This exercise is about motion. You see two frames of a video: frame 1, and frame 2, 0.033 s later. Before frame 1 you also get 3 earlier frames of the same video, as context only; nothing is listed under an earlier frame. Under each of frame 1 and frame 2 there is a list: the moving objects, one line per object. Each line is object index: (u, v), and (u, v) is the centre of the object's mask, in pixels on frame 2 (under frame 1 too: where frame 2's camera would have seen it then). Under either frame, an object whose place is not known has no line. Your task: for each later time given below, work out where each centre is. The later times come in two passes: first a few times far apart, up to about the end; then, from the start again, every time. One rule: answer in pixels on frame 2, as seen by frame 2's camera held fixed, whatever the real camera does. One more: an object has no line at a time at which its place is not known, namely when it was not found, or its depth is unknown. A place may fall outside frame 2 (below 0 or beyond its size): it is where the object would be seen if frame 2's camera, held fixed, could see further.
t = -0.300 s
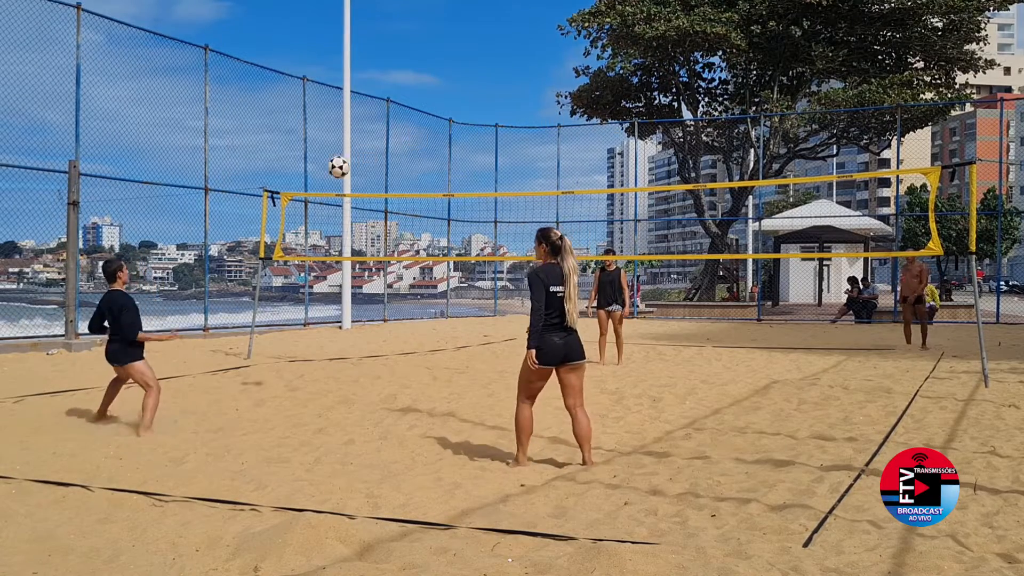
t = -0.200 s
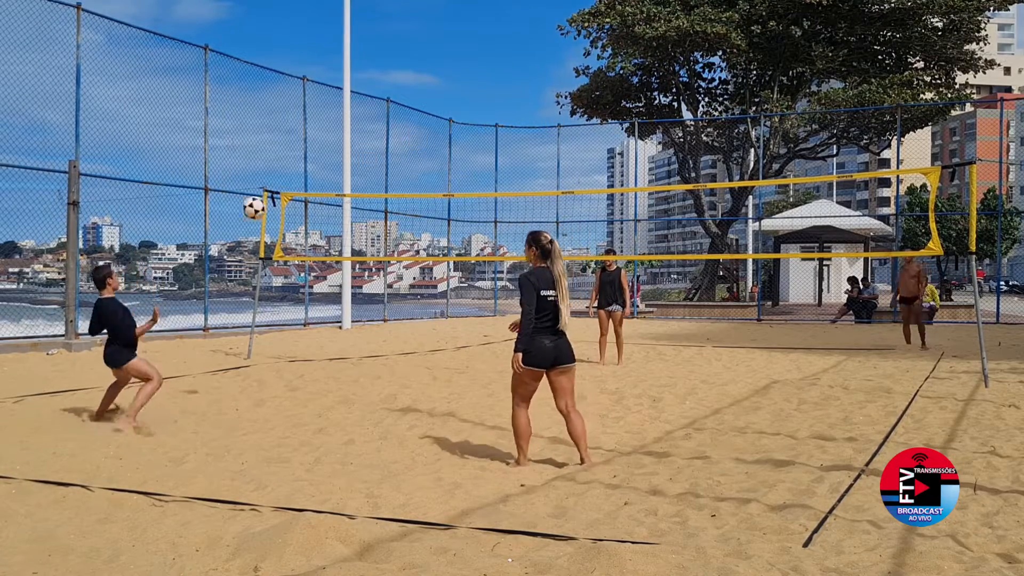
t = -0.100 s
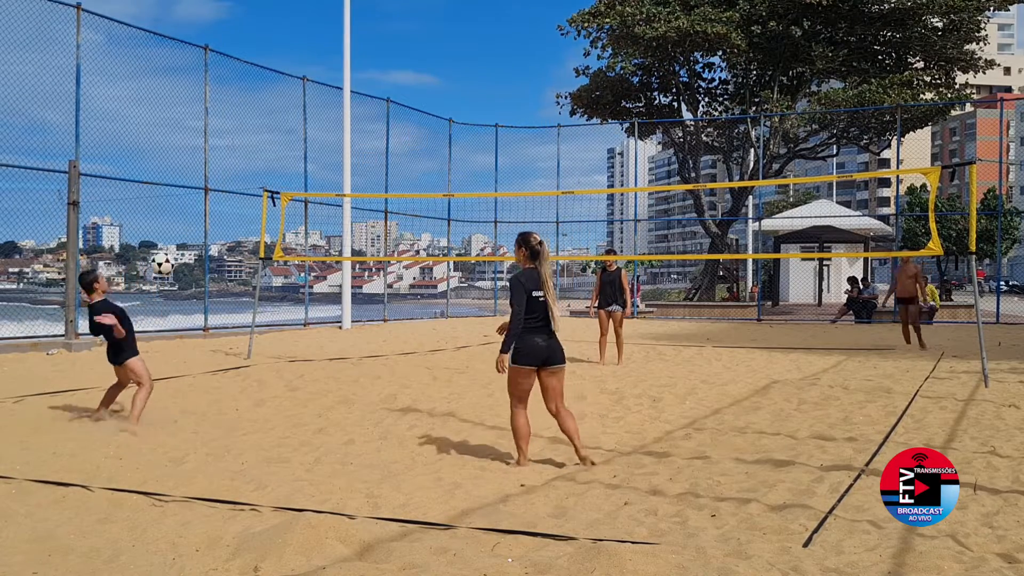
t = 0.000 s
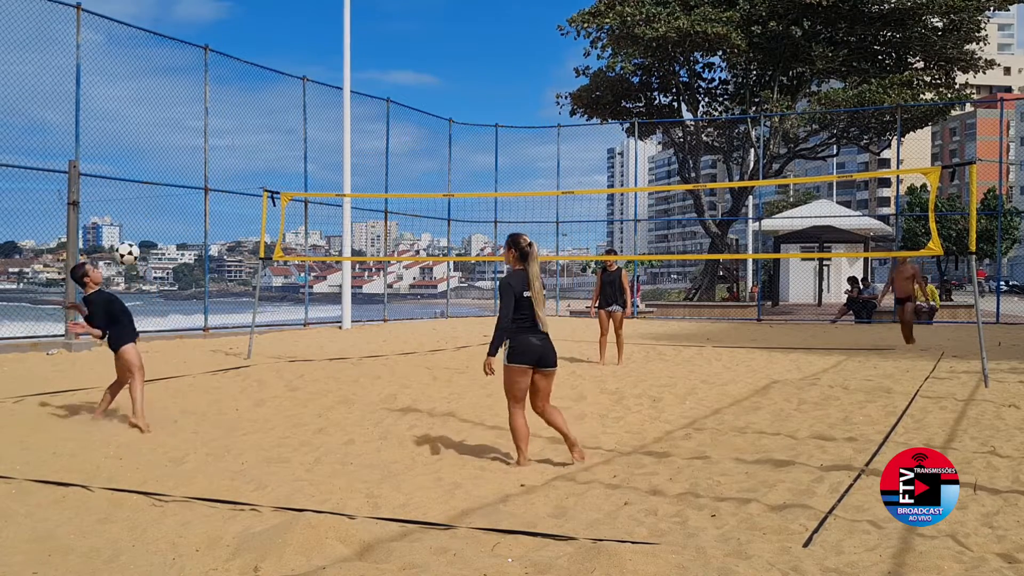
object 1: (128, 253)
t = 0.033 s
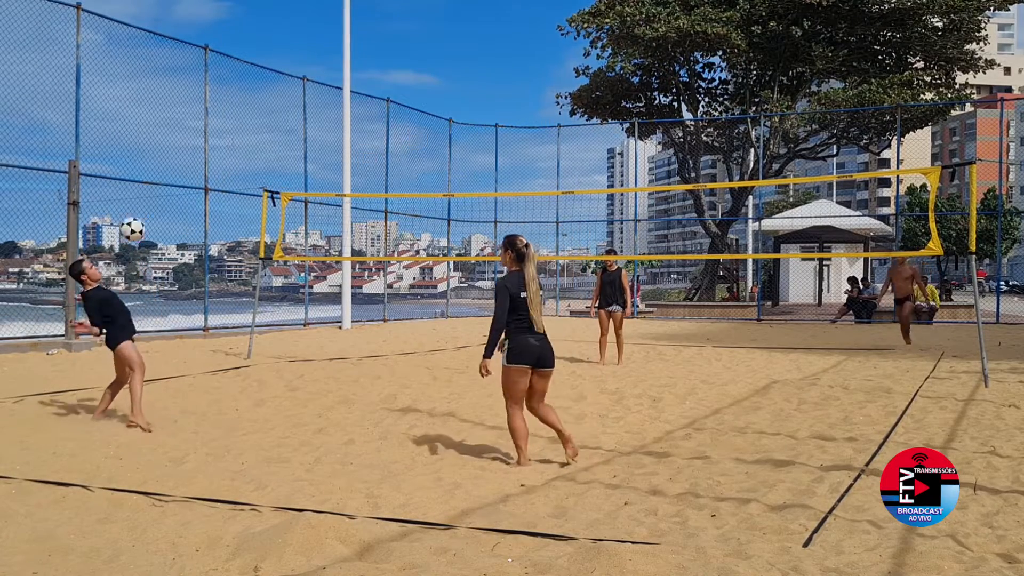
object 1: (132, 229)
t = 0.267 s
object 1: (170, 101)
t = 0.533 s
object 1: (212, 32)
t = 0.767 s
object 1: (246, 34)
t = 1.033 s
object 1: (283, 105)
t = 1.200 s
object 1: (305, 183)
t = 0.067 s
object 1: (138, 208)
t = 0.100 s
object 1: (144, 186)
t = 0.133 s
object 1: (149, 166)
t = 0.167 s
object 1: (155, 148)
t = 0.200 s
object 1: (160, 131)
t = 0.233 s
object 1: (165, 115)
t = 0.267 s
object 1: (170, 101)
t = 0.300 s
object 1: (176, 88)
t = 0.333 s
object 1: (181, 76)
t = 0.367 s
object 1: (186, 66)
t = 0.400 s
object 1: (192, 56)
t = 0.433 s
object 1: (197, 48)
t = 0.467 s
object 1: (202, 42)
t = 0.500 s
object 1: (207, 37)
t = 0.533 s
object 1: (212, 32)
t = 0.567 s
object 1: (217, 28)
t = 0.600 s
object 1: (222, 27)
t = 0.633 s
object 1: (227, 26)
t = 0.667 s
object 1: (231, 26)
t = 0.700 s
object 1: (237, 28)
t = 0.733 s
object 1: (241, 30)
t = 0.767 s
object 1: (246, 34)
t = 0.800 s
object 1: (251, 39)
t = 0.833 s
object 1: (255, 46)
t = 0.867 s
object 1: (260, 53)
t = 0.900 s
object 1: (265, 61)
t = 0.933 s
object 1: (269, 71)
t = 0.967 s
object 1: (273, 81)
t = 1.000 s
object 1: (279, 92)
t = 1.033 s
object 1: (283, 105)
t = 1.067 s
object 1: (287, 118)
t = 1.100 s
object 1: (292, 133)
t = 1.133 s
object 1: (296, 149)
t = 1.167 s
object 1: (301, 166)
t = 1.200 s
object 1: (305, 183)
